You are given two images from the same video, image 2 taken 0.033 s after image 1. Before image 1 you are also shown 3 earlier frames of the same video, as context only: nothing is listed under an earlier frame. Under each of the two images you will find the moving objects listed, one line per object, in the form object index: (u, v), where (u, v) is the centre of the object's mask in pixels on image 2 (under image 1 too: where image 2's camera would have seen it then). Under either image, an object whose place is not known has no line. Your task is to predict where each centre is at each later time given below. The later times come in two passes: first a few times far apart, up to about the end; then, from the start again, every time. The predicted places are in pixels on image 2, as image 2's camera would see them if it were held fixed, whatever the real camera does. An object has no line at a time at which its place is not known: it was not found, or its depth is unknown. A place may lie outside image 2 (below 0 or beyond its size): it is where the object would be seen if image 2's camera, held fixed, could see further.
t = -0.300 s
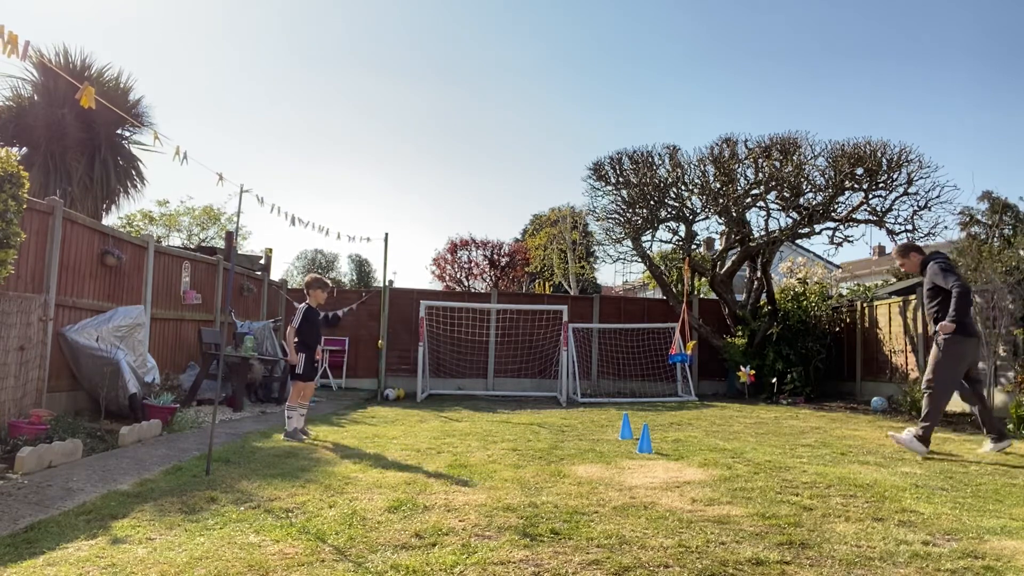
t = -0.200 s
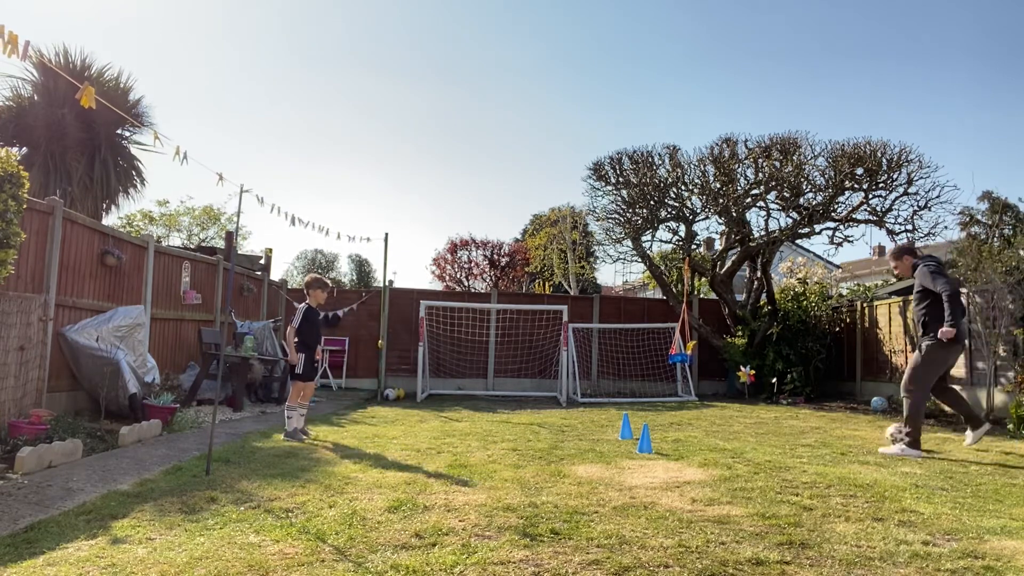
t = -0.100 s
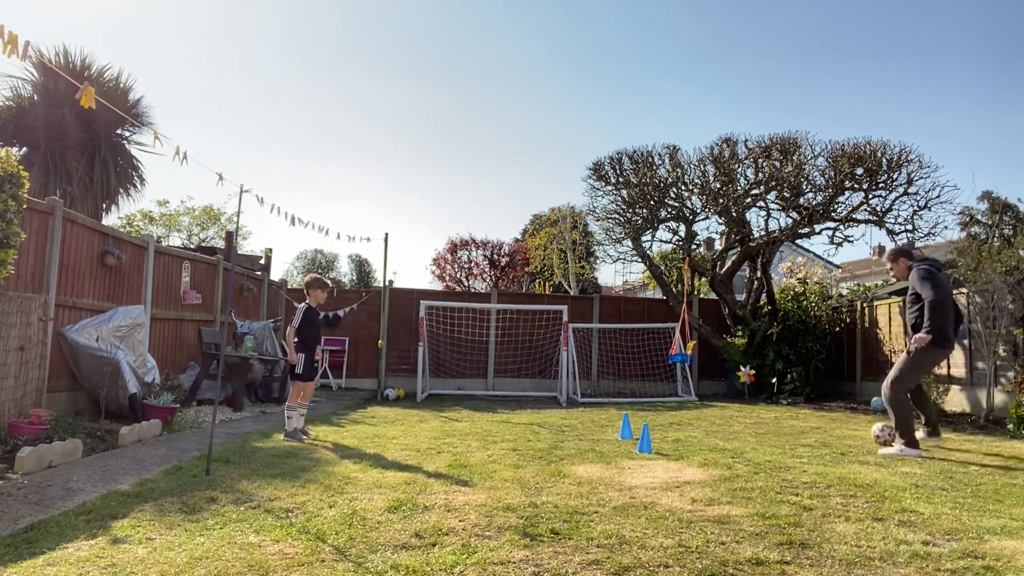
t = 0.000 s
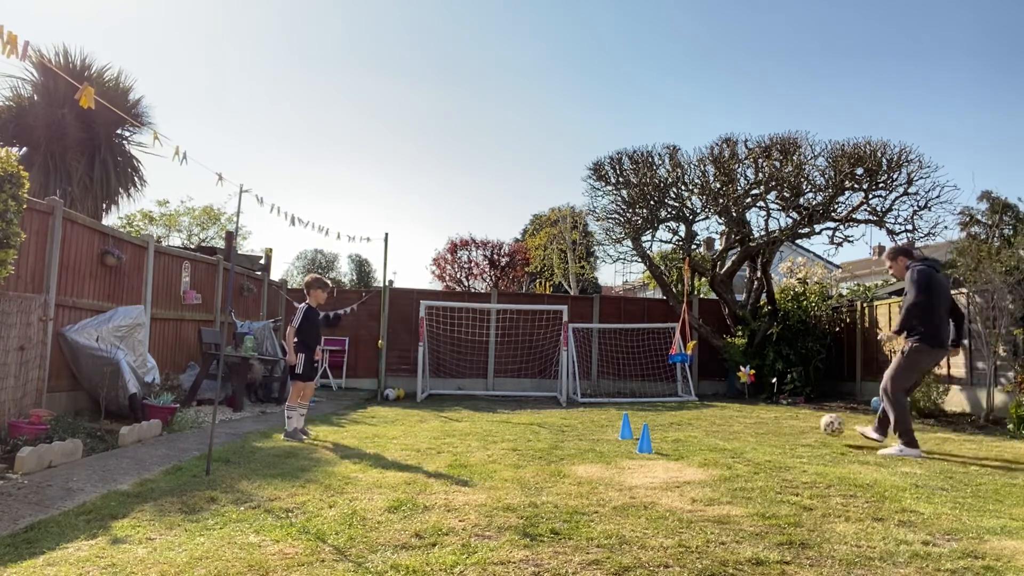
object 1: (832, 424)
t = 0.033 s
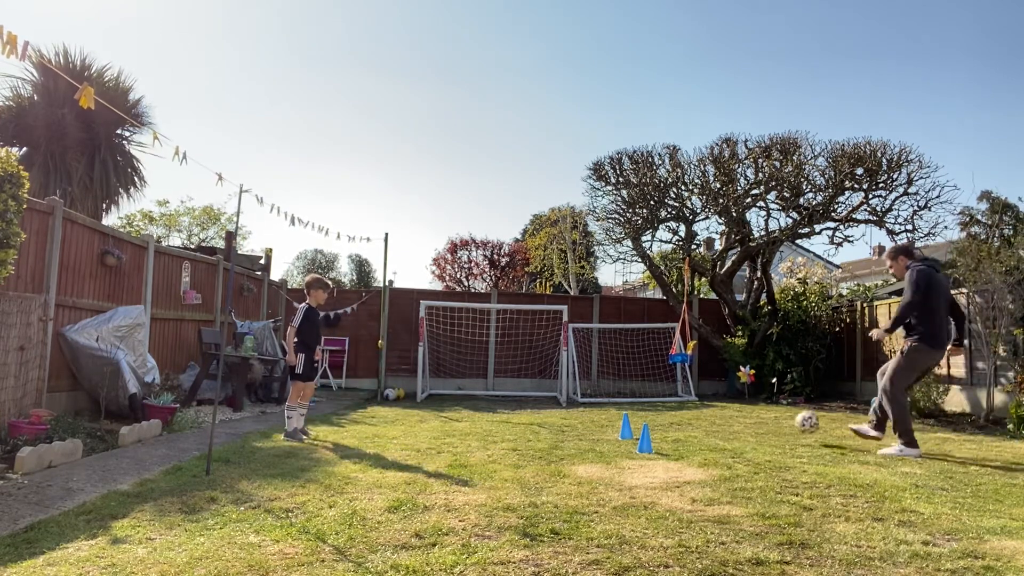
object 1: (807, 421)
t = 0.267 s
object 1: (643, 428)
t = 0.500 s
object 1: (525, 424)
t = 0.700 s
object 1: (443, 420)
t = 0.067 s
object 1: (782, 421)
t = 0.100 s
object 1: (757, 421)
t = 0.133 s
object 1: (734, 423)
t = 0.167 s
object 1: (710, 426)
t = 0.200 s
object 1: (687, 430)
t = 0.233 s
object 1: (664, 430)
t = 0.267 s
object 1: (643, 428)
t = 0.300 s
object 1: (623, 430)
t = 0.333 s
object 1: (605, 429)
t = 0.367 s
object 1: (587, 428)
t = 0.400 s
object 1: (570, 429)
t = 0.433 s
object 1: (554, 426)
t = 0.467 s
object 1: (539, 424)
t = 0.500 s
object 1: (525, 424)
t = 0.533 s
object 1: (509, 424)
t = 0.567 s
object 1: (493, 426)
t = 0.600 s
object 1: (479, 427)
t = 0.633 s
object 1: (468, 423)
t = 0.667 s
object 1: (455, 421)
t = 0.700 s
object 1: (443, 420)
